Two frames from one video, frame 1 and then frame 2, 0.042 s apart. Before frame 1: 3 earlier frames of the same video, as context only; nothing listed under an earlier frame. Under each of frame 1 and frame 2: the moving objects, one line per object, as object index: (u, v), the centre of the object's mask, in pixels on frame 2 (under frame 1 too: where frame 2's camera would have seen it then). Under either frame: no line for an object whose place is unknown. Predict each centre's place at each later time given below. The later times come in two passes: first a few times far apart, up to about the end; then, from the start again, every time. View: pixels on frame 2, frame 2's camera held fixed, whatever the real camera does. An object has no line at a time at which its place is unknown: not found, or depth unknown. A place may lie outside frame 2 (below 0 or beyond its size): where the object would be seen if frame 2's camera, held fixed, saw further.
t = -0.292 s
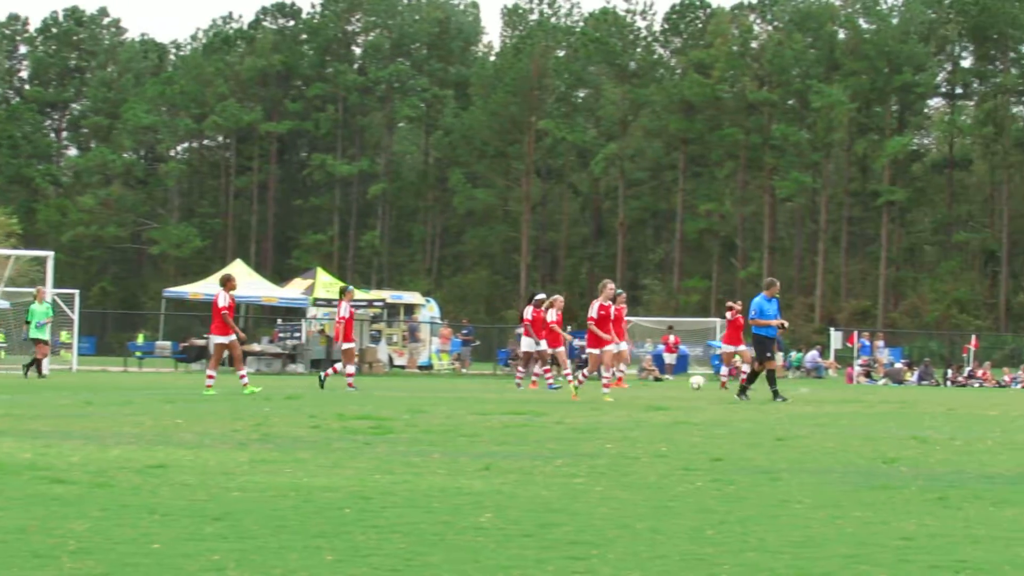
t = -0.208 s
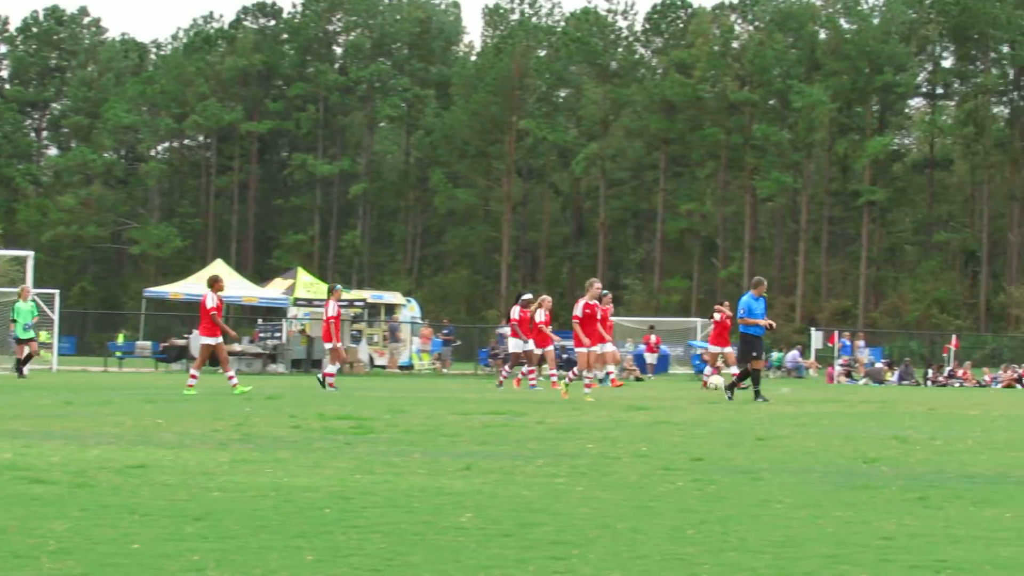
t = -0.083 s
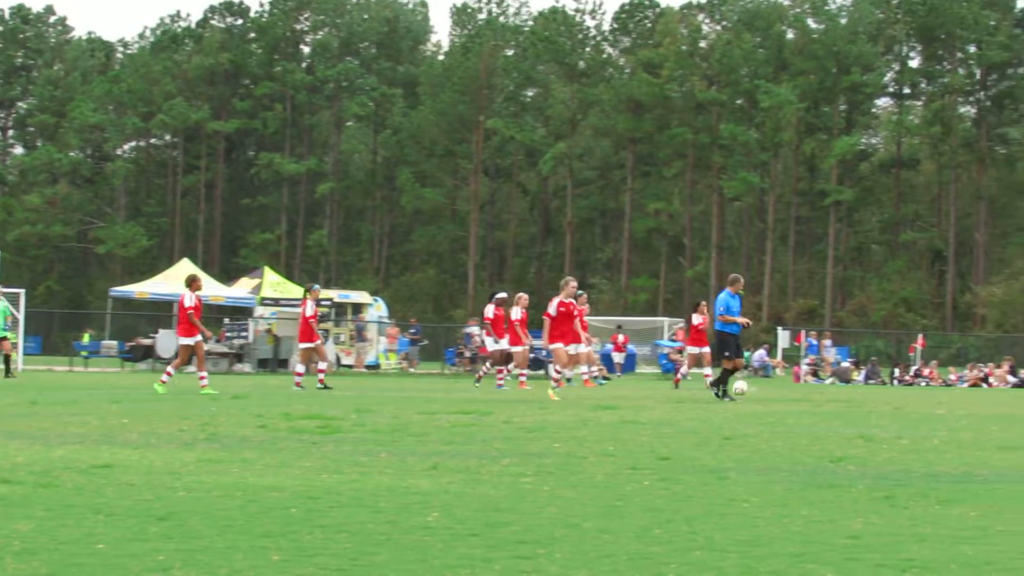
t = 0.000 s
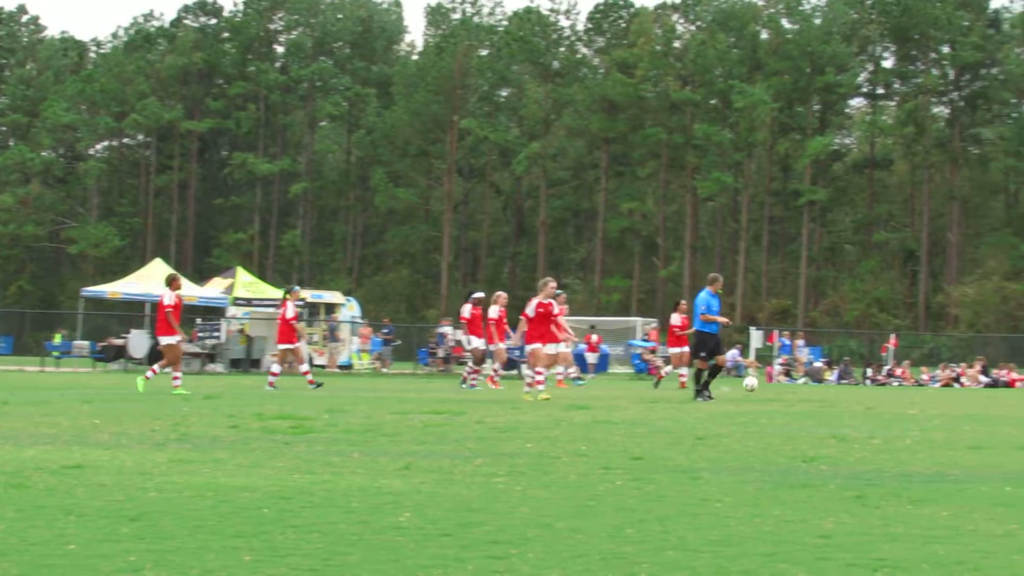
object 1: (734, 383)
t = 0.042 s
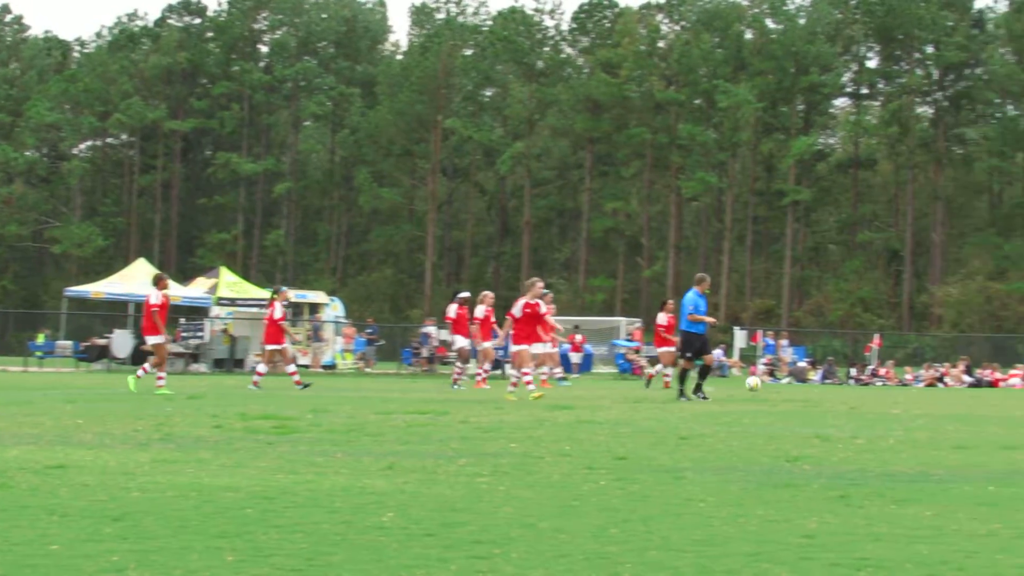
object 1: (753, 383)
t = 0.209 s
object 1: (828, 390)
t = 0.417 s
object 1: (926, 390)
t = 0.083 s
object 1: (772, 385)
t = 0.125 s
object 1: (790, 386)
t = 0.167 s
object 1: (810, 391)
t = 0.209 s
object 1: (828, 390)
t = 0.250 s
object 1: (848, 389)
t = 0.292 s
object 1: (867, 390)
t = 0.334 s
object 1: (886, 392)
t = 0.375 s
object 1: (906, 393)
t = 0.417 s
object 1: (926, 390)
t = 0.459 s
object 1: (945, 389)
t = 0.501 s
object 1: (964, 388)
